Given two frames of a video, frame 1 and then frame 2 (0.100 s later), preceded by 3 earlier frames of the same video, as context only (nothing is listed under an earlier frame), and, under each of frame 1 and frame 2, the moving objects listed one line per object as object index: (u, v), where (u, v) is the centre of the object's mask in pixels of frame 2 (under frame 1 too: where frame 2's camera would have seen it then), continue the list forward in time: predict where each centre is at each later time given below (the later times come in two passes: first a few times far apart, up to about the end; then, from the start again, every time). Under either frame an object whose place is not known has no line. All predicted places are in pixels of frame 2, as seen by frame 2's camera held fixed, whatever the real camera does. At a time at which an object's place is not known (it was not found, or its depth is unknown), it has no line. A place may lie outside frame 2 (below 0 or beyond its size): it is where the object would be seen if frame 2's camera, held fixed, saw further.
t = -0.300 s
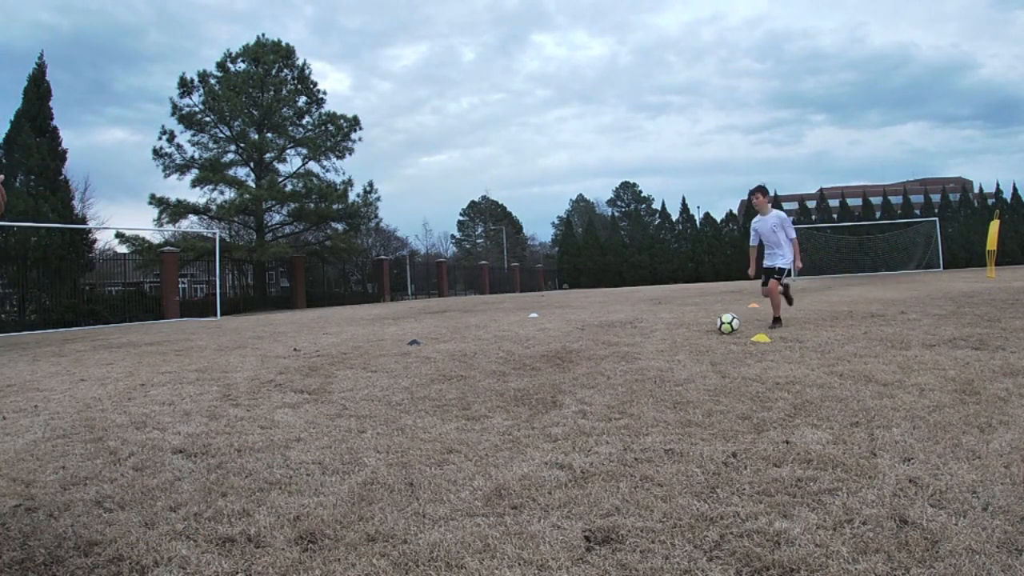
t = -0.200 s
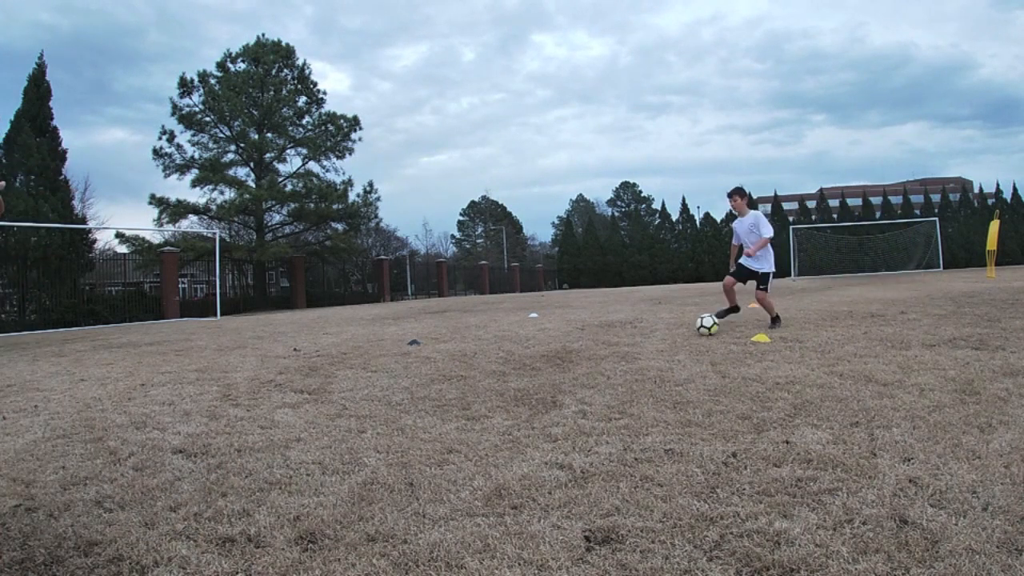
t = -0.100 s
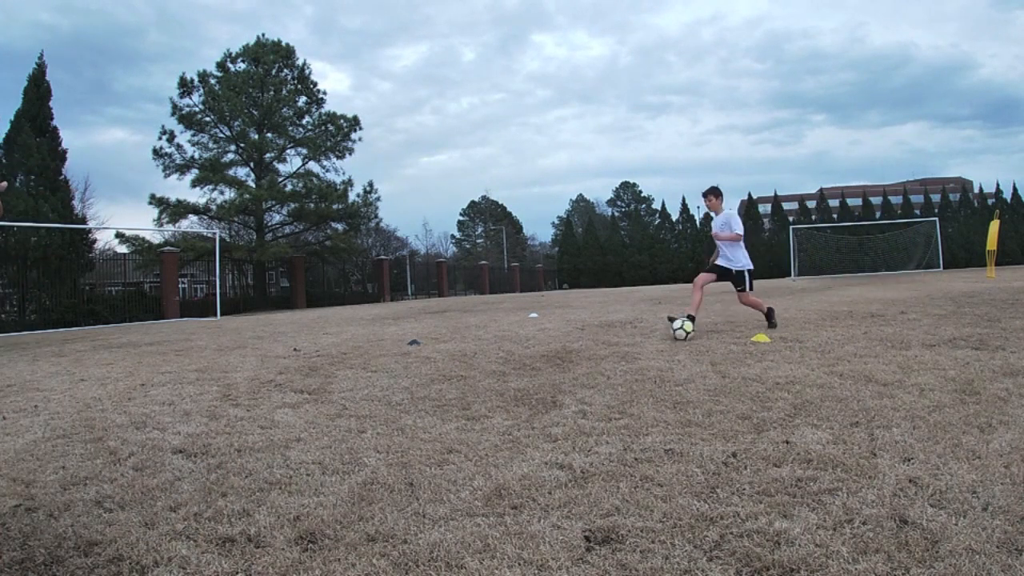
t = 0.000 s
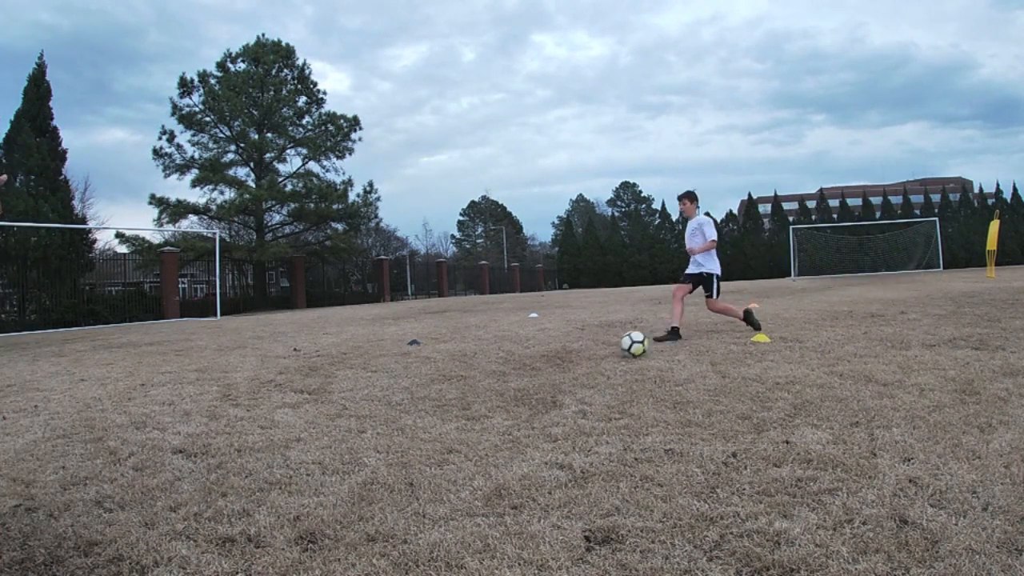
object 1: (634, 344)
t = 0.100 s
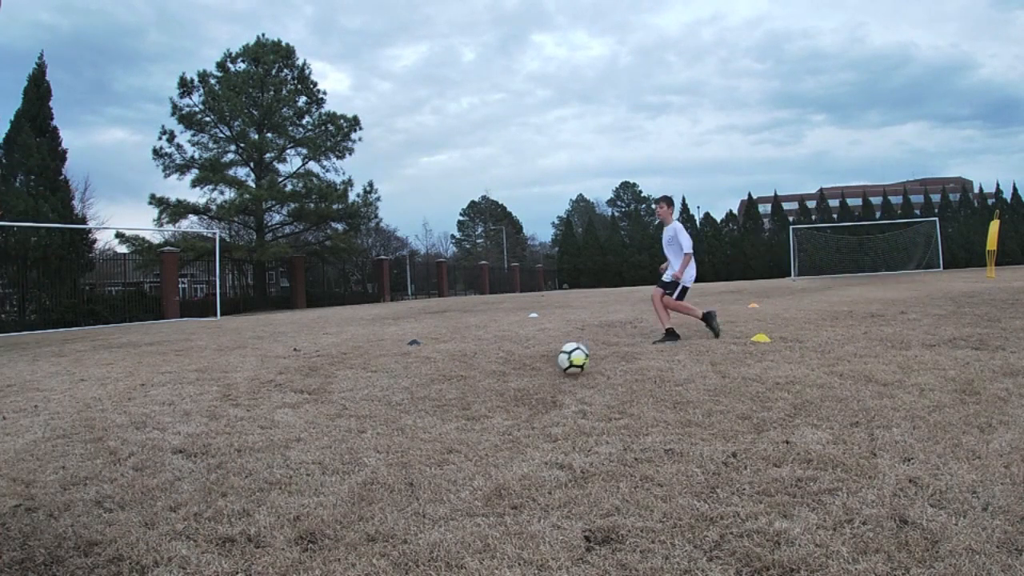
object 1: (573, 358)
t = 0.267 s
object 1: (427, 401)
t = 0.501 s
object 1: (146, 451)
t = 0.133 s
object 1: (549, 362)
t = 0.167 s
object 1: (523, 369)
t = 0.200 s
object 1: (494, 378)
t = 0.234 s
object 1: (462, 390)
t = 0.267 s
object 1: (427, 401)
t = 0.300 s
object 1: (393, 407)
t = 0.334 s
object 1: (355, 413)
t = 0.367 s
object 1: (316, 422)
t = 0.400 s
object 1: (273, 434)
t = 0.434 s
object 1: (230, 441)
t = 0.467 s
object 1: (189, 445)
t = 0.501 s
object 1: (146, 451)
